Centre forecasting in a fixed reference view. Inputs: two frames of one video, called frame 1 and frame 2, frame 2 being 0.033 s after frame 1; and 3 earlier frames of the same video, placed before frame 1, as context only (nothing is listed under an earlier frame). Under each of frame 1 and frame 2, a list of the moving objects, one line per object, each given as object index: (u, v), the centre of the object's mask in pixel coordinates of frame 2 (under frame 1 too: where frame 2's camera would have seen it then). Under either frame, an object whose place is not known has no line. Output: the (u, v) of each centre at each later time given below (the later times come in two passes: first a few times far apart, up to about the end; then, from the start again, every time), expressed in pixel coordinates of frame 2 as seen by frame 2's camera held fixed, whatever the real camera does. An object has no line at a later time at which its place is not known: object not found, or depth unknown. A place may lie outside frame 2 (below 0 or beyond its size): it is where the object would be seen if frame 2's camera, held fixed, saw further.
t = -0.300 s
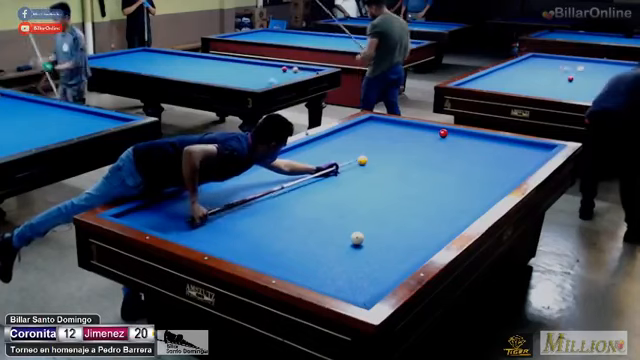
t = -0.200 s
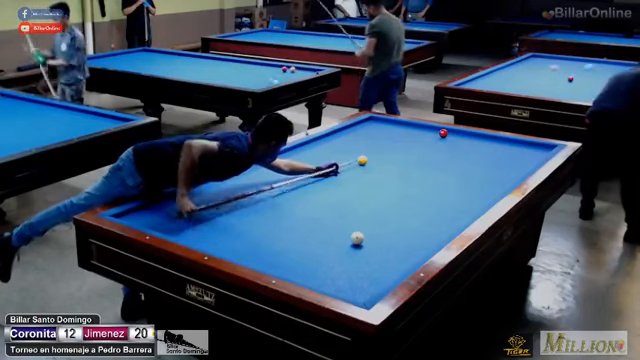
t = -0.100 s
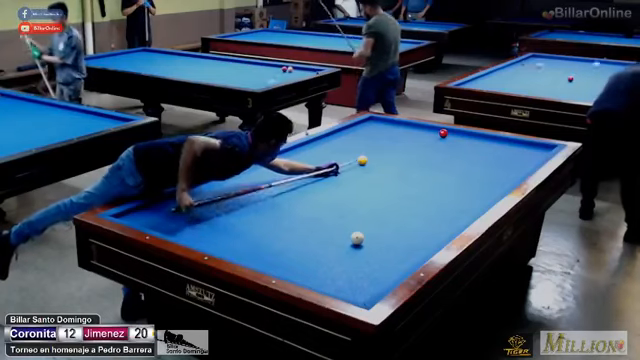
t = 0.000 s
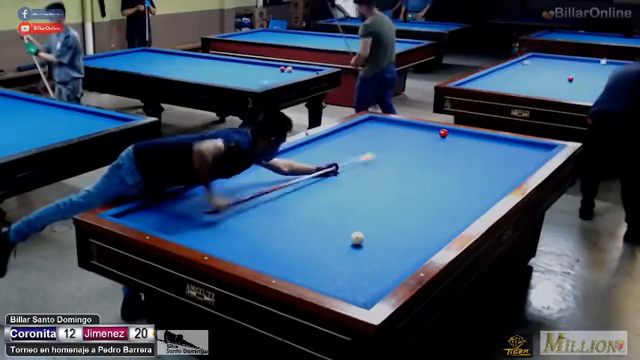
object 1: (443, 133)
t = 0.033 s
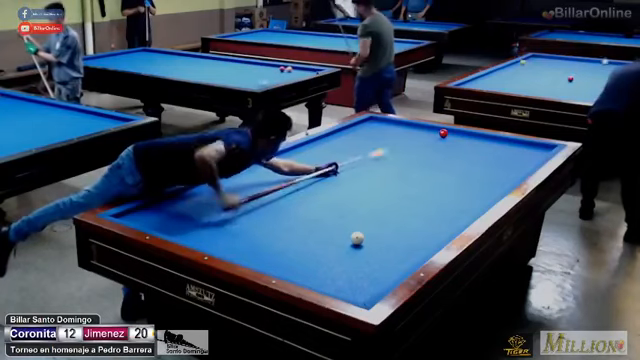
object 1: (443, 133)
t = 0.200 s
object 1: (443, 133)
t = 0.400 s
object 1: (474, 137)
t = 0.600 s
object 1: (489, 149)
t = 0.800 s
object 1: (503, 160)
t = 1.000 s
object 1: (518, 171)
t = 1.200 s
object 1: (497, 176)
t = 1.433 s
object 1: (468, 182)
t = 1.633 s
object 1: (443, 187)
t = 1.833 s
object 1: (417, 193)
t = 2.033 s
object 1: (390, 198)
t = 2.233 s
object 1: (363, 204)
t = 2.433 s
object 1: (334, 210)
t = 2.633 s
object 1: (305, 216)
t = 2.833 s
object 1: (275, 223)
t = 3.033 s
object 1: (243, 230)
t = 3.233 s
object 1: (211, 236)
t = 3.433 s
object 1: (186, 236)
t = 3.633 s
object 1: (185, 227)
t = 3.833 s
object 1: (184, 218)
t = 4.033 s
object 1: (183, 209)
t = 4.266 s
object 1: (182, 200)
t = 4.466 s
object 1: (181, 193)
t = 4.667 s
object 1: (194, 190)
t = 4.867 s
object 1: (208, 189)
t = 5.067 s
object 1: (222, 187)
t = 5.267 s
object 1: (235, 186)
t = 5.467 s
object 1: (248, 184)
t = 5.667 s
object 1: (260, 182)
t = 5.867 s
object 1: (272, 181)
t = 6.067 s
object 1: (283, 180)
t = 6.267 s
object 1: (293, 178)
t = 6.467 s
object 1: (304, 177)
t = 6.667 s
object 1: (314, 176)
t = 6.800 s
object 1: (320, 175)
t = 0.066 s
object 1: (443, 133)
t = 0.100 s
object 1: (443, 133)
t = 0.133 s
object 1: (443, 133)
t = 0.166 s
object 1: (443, 133)
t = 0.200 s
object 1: (443, 133)
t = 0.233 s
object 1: (443, 132)
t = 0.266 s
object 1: (452, 132)
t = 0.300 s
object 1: (463, 133)
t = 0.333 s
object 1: (469, 134)
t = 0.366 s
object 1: (471, 136)
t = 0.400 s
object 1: (474, 137)
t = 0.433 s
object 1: (477, 140)
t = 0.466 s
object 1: (479, 142)
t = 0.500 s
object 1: (482, 144)
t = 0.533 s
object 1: (484, 146)
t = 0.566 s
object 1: (487, 148)
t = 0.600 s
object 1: (489, 149)
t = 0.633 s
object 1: (491, 151)
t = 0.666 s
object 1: (494, 152)
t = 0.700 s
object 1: (496, 154)
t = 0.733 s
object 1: (498, 156)
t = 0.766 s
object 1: (501, 158)
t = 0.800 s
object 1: (503, 160)
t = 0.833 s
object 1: (506, 161)
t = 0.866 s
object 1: (508, 164)
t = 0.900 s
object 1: (510, 165)
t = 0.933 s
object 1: (513, 167)
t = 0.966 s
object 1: (516, 169)
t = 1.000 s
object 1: (518, 171)
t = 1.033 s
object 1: (518, 172)
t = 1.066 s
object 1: (513, 173)
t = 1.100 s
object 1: (509, 174)
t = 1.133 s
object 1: (504, 175)
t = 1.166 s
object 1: (501, 175)
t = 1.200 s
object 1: (497, 176)
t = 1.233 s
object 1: (492, 177)
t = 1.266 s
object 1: (489, 179)
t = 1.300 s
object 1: (484, 179)
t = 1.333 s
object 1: (481, 180)
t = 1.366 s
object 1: (476, 181)
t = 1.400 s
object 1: (472, 181)
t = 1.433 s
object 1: (468, 182)
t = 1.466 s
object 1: (464, 183)
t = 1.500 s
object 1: (460, 184)
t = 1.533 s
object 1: (456, 185)
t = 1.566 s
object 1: (452, 186)
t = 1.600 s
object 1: (447, 186)
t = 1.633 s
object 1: (443, 187)
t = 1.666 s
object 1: (438, 188)
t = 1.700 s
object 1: (434, 189)
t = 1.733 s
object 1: (430, 190)
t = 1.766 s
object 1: (426, 190)
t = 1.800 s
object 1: (421, 191)
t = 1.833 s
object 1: (417, 193)
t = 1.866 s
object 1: (412, 194)
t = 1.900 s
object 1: (408, 195)
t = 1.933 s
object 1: (404, 195)
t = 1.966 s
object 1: (399, 197)
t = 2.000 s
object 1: (395, 197)
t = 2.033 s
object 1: (390, 198)
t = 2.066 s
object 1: (386, 199)
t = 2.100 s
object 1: (381, 200)
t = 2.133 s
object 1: (377, 201)
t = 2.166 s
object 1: (372, 202)
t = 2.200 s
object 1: (367, 203)
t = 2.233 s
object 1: (363, 204)
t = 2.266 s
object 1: (358, 205)
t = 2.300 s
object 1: (353, 206)
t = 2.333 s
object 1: (348, 207)
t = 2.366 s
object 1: (343, 208)
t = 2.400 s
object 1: (339, 209)
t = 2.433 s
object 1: (334, 210)
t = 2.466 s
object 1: (329, 211)
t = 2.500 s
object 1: (324, 212)
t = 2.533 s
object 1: (320, 213)
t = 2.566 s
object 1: (315, 214)
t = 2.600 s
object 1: (310, 215)
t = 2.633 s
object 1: (305, 216)
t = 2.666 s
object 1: (300, 217)
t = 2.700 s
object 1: (295, 218)
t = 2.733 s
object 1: (290, 219)
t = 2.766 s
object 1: (285, 220)
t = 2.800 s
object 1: (280, 221)
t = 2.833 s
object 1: (275, 223)
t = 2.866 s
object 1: (270, 224)
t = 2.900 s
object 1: (264, 224)
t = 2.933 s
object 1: (259, 226)
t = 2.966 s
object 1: (254, 227)
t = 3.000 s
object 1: (248, 228)
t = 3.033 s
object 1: (243, 230)
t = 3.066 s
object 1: (238, 231)
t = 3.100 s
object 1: (232, 231)
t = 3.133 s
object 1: (227, 232)
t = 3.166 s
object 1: (221, 233)
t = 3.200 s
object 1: (216, 235)
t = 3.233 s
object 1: (211, 236)
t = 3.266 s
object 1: (205, 237)
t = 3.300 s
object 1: (200, 238)
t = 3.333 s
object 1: (195, 238)
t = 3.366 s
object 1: (189, 238)
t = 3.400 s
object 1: (186, 238)
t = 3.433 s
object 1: (186, 236)
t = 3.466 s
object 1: (187, 235)
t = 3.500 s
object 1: (187, 234)
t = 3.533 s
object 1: (186, 232)
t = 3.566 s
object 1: (186, 231)
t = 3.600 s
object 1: (186, 229)
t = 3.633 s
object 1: (185, 227)
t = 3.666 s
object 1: (185, 226)
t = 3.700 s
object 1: (185, 224)
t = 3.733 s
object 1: (185, 223)
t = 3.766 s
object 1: (185, 221)
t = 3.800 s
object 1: (185, 219)
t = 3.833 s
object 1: (184, 218)
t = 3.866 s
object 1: (184, 216)
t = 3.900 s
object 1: (184, 215)
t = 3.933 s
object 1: (184, 214)
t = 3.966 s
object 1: (184, 212)
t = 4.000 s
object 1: (183, 210)
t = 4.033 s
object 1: (183, 209)
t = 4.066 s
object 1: (183, 208)
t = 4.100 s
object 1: (183, 206)
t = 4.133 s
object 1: (183, 205)
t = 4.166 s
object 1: (183, 204)
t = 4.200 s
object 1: (183, 203)
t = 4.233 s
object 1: (182, 201)
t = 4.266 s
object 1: (182, 200)
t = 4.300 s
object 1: (182, 199)
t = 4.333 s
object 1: (182, 198)
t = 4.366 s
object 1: (182, 196)
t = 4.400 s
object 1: (181, 195)
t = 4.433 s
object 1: (181, 194)
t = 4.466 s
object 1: (181, 193)
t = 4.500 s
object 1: (181, 193)
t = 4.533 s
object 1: (184, 192)
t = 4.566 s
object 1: (186, 192)
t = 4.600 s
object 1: (189, 191)
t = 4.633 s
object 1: (192, 191)
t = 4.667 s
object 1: (194, 190)
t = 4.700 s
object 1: (196, 190)
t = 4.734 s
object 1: (199, 190)
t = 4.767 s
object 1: (201, 190)
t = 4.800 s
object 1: (204, 189)
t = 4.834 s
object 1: (206, 189)
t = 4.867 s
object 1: (208, 189)
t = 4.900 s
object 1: (211, 188)
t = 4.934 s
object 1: (213, 188)
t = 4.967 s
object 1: (215, 188)
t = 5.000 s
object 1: (217, 188)
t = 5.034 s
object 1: (220, 188)
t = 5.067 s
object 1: (222, 187)
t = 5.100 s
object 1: (224, 187)
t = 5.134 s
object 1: (226, 186)
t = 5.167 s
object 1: (229, 186)
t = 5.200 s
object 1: (231, 186)
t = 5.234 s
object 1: (233, 186)
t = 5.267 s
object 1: (235, 186)
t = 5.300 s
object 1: (237, 185)
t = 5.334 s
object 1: (239, 185)
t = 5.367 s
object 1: (241, 185)
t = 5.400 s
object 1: (244, 185)
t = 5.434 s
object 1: (246, 185)
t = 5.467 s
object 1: (248, 184)
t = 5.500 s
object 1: (250, 184)
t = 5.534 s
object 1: (252, 184)
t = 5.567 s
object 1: (254, 183)
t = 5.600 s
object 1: (256, 183)
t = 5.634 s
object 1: (258, 183)
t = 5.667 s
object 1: (260, 182)
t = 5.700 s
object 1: (262, 182)
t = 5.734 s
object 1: (264, 182)
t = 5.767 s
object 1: (266, 182)
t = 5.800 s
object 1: (268, 181)
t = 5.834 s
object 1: (270, 181)
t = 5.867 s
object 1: (272, 181)
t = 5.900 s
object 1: (274, 181)
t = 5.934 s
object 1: (275, 181)
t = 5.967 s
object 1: (277, 181)
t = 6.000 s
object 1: (279, 181)
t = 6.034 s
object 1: (281, 180)
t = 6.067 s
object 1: (283, 180)
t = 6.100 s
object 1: (285, 180)
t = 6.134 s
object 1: (286, 179)
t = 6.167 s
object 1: (288, 179)
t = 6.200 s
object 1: (290, 179)
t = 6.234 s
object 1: (292, 178)
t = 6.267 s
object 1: (293, 178)
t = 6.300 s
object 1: (295, 178)
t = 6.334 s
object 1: (297, 178)
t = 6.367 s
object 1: (299, 178)
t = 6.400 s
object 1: (300, 178)
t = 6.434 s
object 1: (302, 177)
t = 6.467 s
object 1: (304, 177)
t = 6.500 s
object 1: (305, 177)
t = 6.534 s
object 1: (307, 177)
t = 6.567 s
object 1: (309, 177)
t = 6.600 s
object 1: (310, 176)
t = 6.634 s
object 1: (312, 176)
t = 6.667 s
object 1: (314, 176)
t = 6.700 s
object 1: (315, 176)
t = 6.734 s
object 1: (317, 175)
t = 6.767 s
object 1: (319, 175)
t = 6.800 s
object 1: (320, 175)
